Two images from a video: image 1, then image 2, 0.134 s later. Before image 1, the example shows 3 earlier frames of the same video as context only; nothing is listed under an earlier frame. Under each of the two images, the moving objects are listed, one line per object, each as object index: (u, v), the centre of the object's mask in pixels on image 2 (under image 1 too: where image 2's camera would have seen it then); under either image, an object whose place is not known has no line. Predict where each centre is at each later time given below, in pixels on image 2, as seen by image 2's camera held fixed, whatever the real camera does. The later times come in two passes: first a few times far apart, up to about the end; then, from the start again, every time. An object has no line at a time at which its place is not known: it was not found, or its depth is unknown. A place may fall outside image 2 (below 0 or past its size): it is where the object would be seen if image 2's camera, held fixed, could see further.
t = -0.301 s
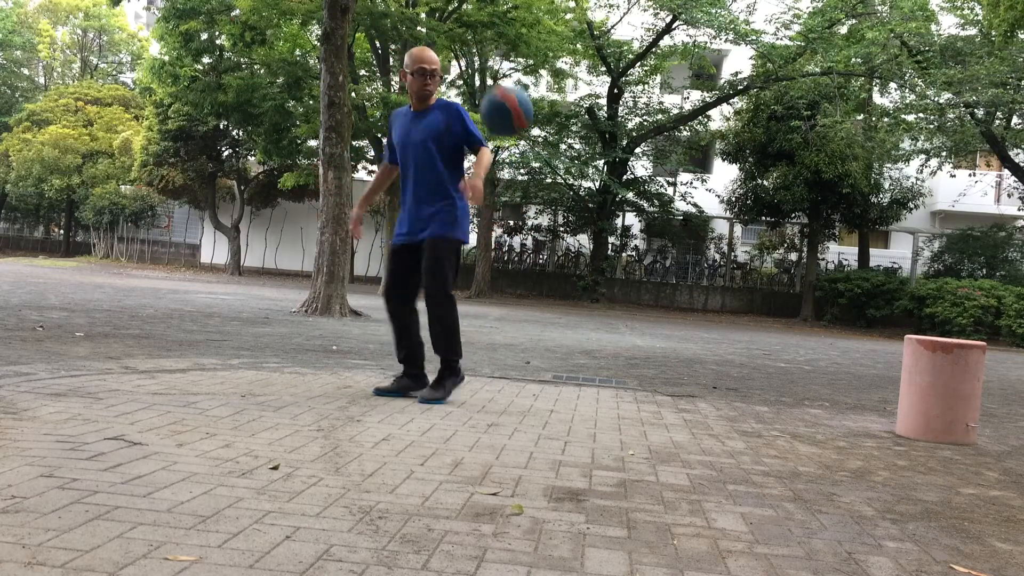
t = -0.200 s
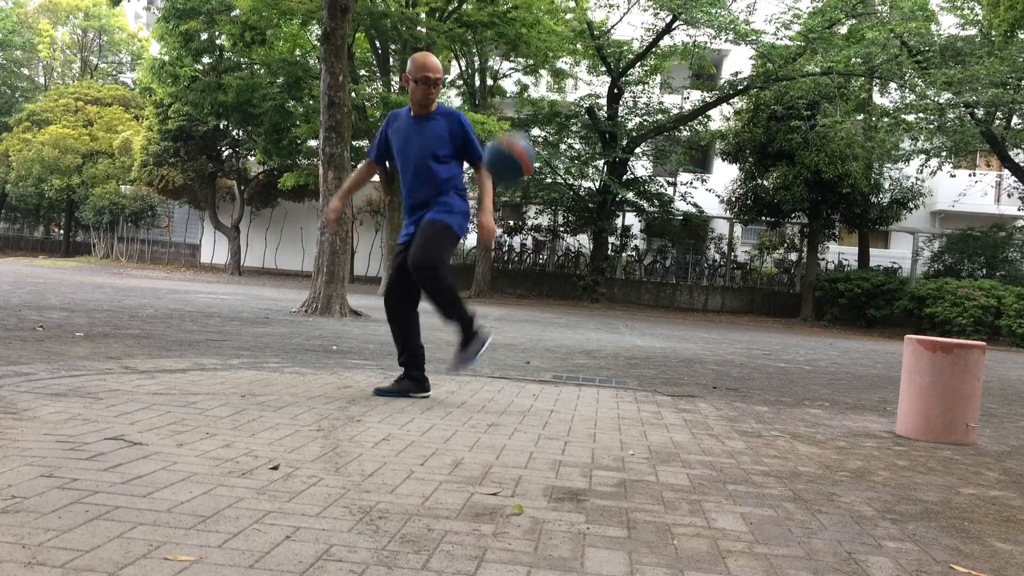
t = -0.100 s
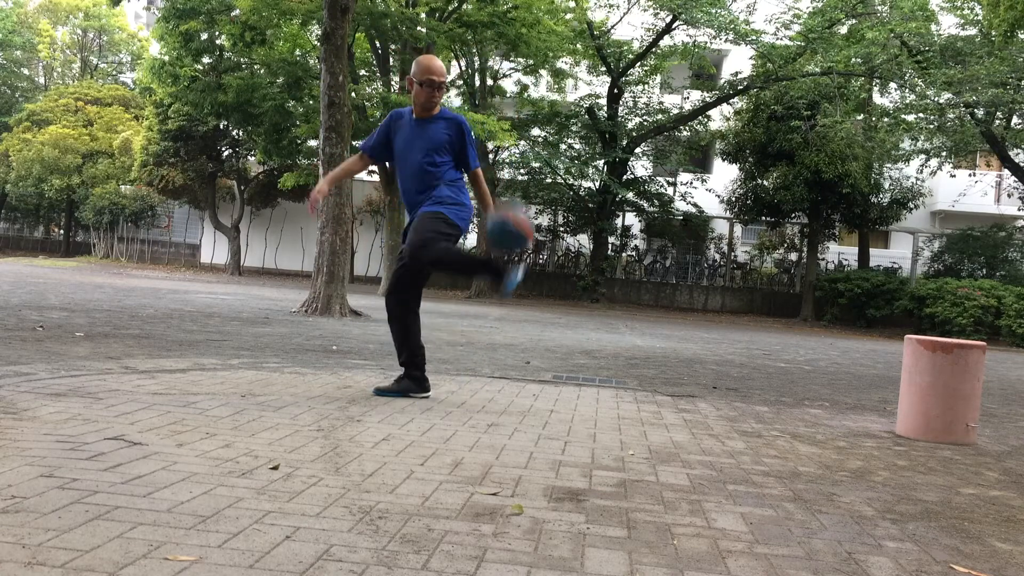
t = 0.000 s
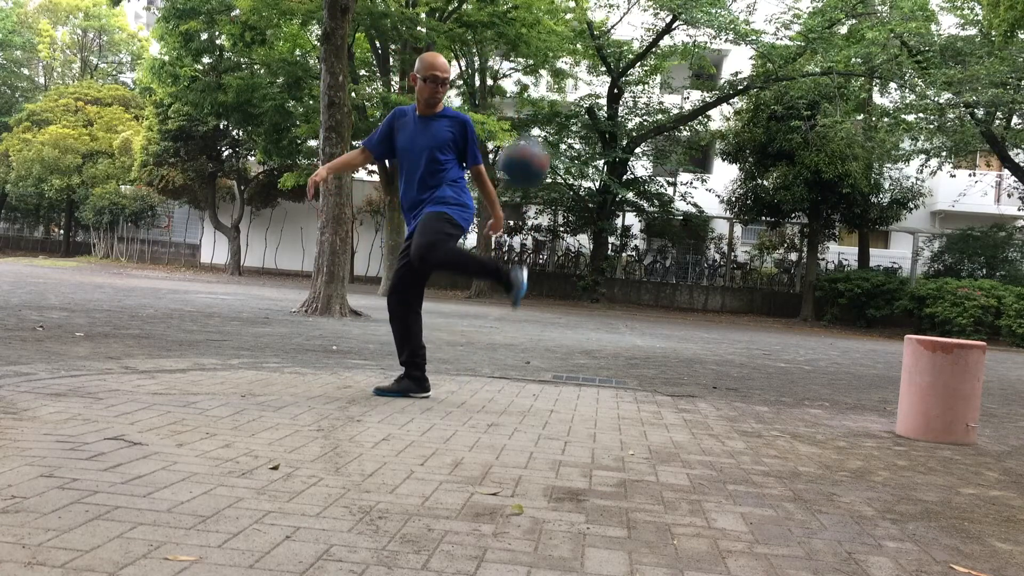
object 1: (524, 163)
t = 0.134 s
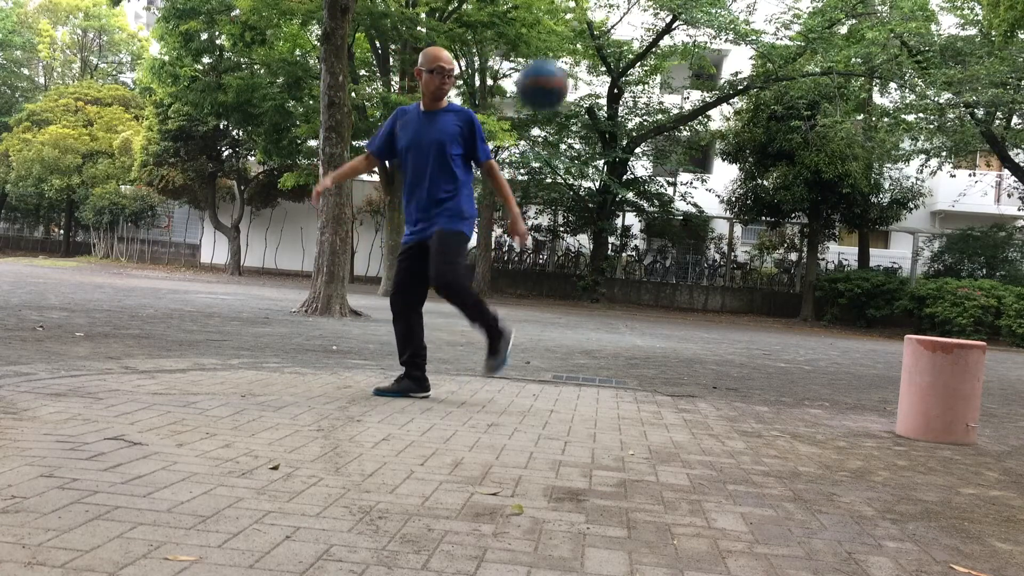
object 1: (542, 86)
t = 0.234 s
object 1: (555, 51)
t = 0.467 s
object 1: (575, 60)
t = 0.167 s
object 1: (547, 70)
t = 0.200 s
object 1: (551, 59)
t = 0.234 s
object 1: (555, 51)
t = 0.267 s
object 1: (558, 45)
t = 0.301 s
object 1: (562, 42)
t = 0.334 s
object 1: (564, 41)
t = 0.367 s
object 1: (568, 42)
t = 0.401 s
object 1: (571, 46)
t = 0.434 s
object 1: (573, 51)
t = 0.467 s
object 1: (575, 60)
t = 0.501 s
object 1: (577, 71)
